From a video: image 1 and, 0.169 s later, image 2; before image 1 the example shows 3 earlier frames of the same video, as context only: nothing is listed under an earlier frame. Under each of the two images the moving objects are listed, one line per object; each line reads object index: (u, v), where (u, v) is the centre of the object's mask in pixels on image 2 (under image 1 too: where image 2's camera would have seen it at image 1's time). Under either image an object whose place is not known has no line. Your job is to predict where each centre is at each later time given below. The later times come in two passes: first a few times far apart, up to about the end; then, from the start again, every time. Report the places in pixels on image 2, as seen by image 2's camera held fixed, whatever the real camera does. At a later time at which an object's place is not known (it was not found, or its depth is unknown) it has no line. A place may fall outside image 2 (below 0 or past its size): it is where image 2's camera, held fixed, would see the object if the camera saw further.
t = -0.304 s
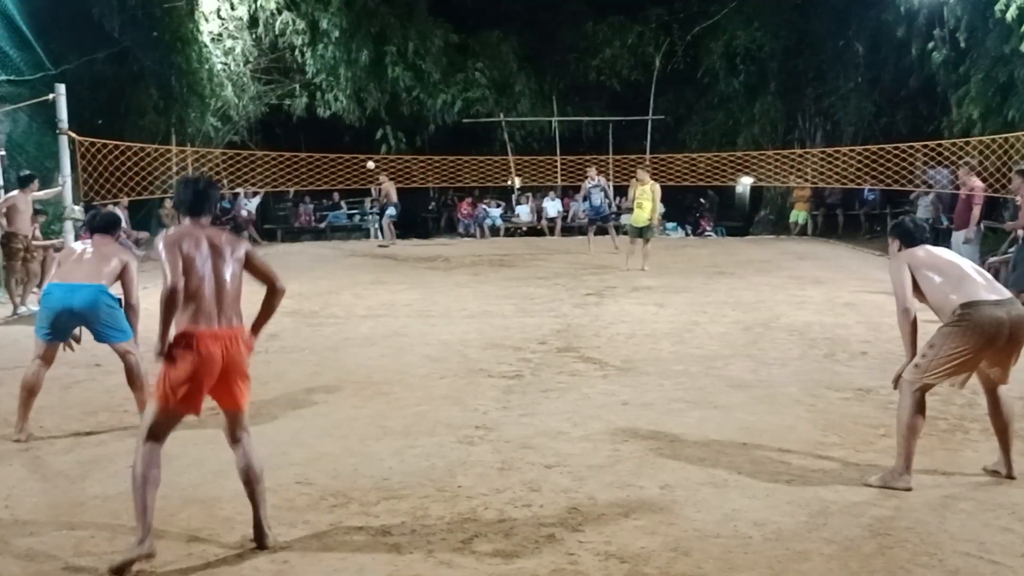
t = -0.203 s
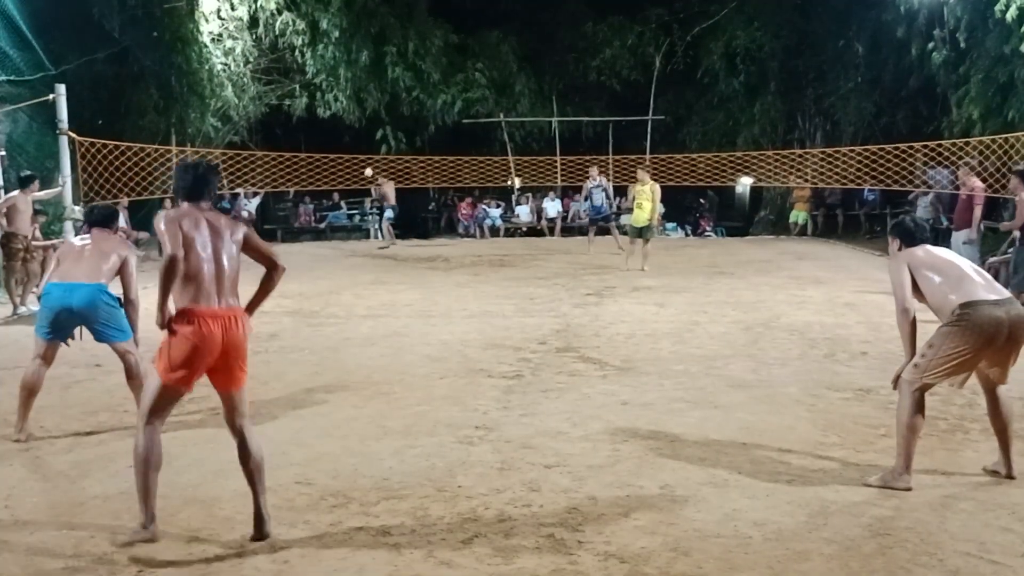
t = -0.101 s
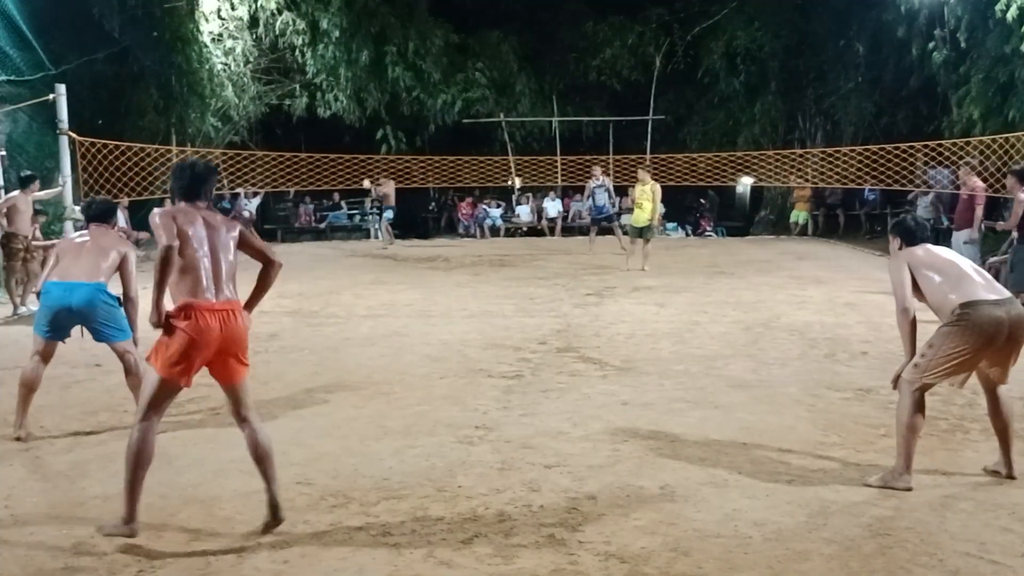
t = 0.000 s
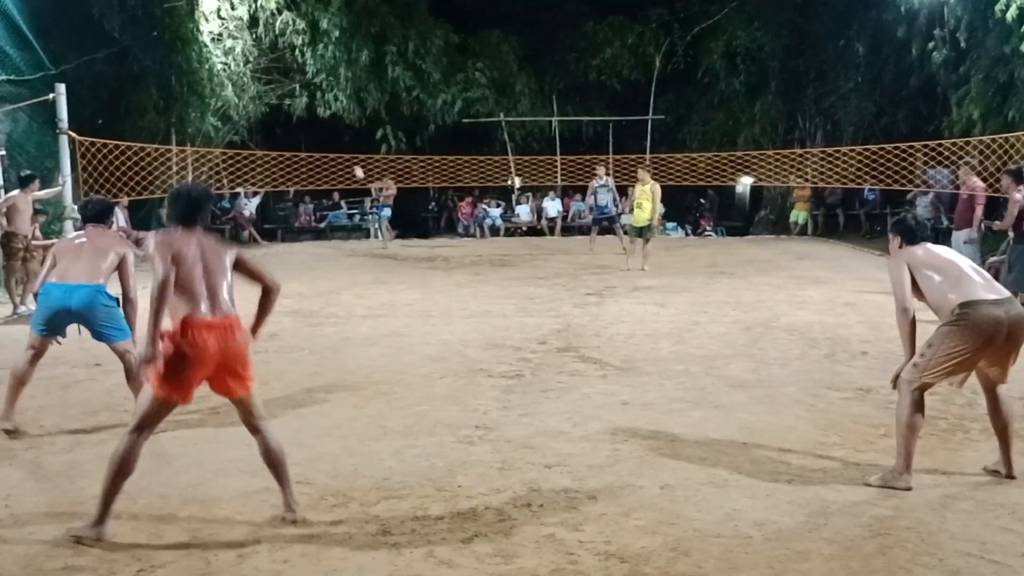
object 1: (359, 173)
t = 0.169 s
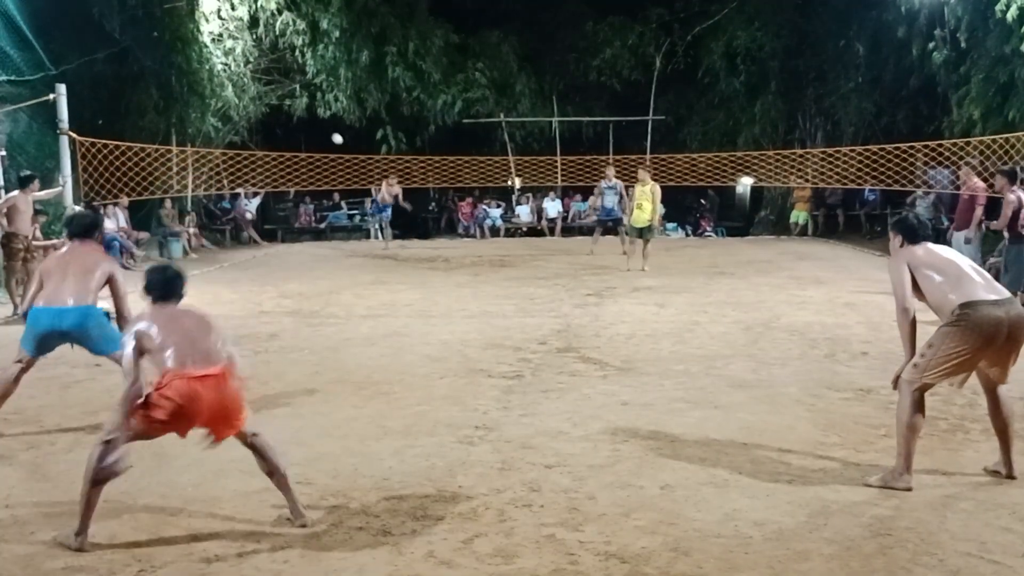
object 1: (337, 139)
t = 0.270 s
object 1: (320, 120)
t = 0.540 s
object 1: (249, 87)
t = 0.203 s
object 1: (332, 132)
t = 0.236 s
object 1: (325, 126)
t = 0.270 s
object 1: (320, 120)
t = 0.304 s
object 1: (313, 115)
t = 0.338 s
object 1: (305, 110)
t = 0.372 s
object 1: (297, 105)
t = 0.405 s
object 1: (289, 101)
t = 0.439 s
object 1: (280, 97)
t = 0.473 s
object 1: (270, 93)
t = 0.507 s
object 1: (260, 89)
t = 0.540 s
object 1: (249, 87)
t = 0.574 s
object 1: (238, 85)
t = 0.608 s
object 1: (225, 85)
